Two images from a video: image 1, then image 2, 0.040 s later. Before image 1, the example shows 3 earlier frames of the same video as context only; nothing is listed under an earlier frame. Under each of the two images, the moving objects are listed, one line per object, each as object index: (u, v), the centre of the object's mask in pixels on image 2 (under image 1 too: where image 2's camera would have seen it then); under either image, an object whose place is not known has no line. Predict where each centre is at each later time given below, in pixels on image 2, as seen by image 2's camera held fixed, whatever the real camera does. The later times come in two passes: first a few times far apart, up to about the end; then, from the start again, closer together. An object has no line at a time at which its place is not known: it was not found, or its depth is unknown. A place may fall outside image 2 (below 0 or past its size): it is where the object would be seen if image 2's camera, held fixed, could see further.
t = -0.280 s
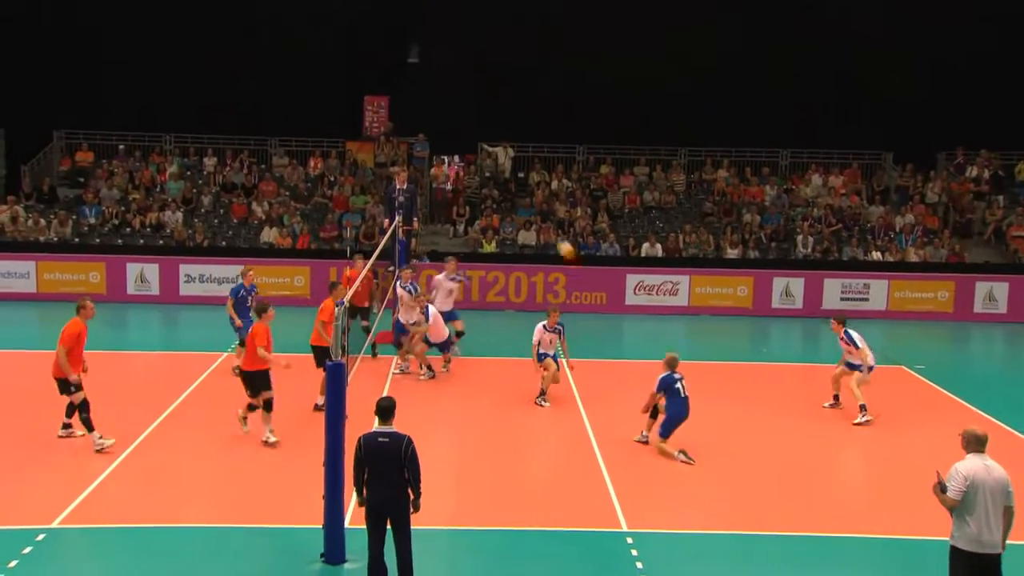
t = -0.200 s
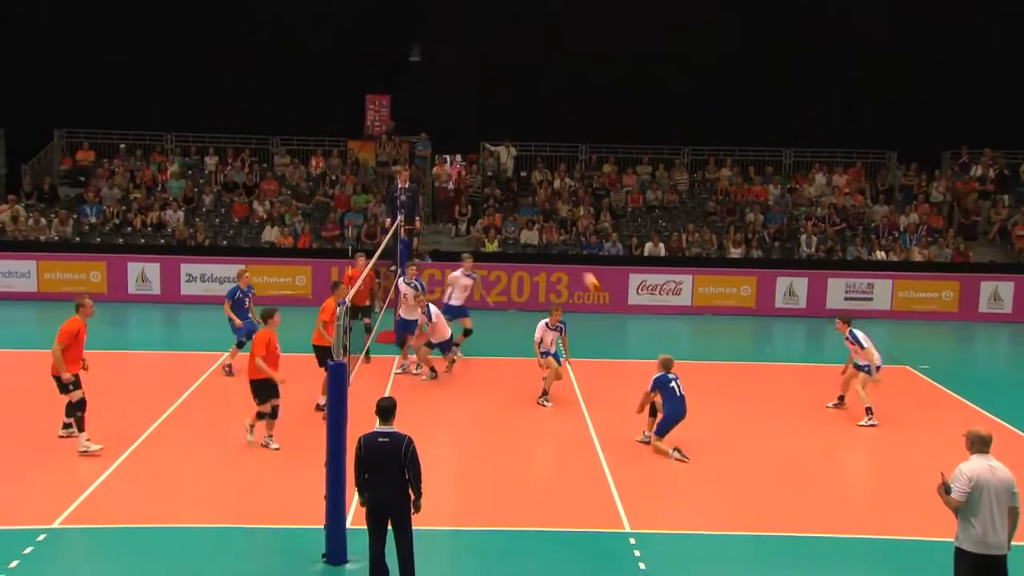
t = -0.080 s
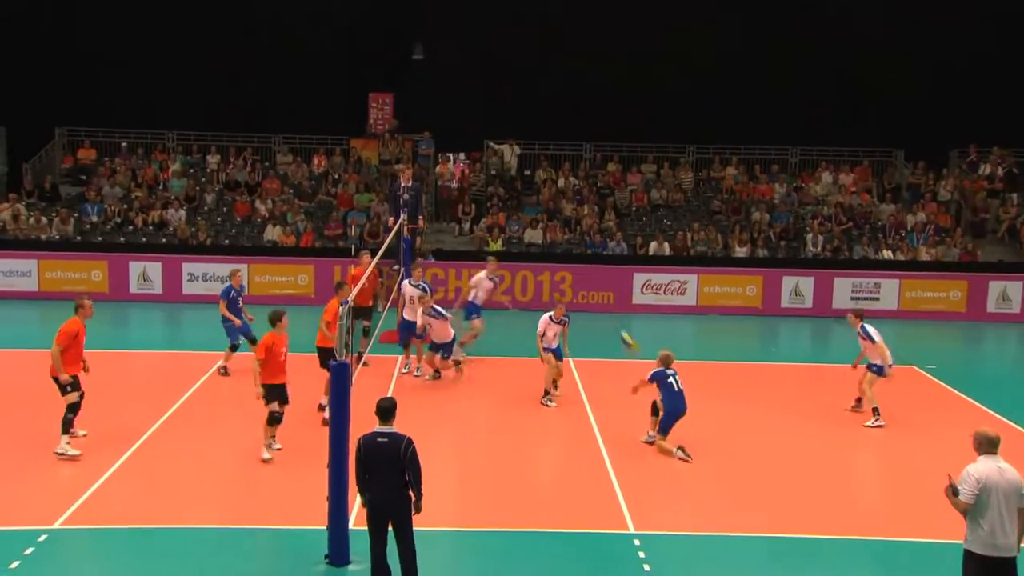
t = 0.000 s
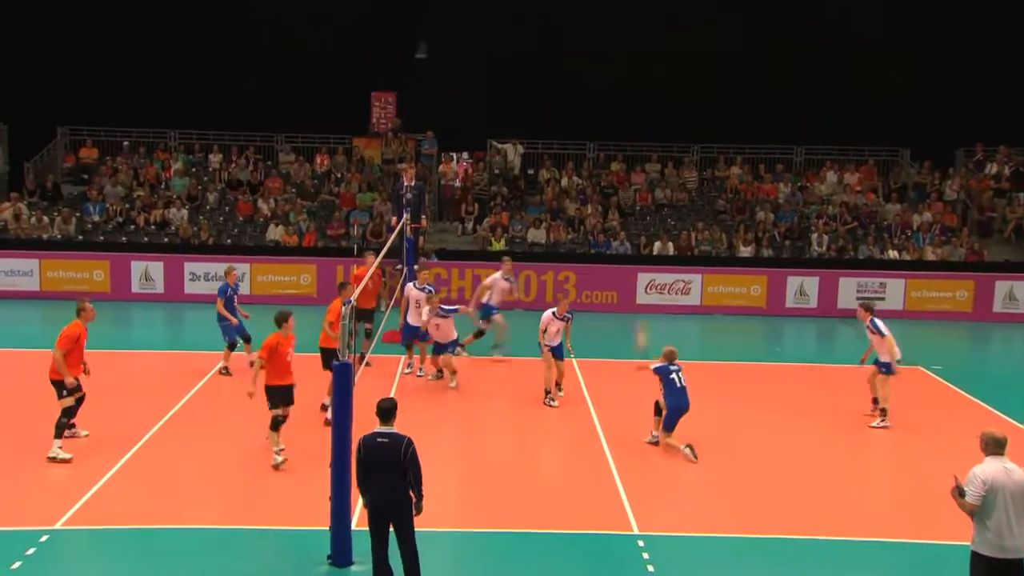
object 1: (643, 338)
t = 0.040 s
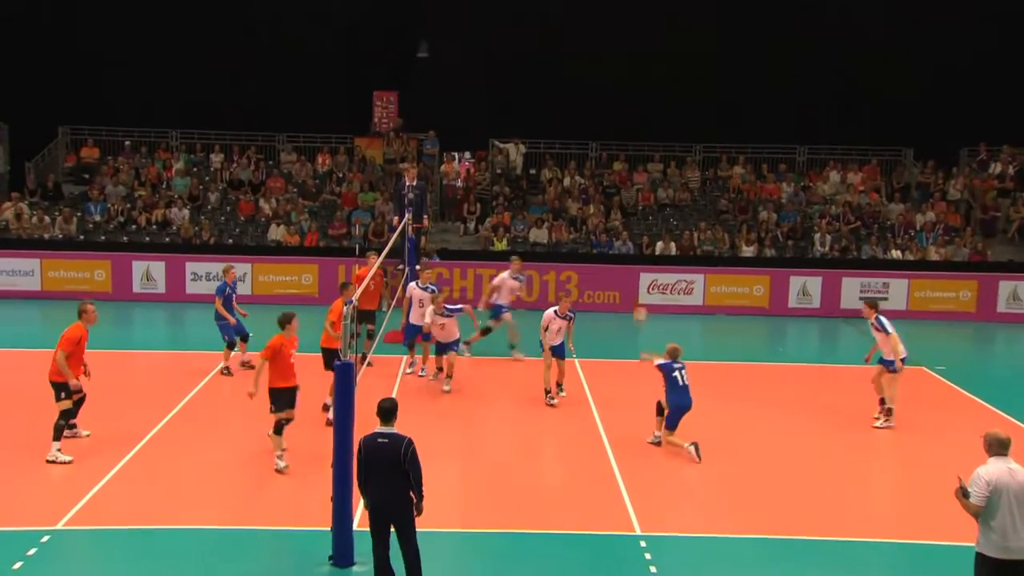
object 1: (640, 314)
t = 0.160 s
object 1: (631, 250)
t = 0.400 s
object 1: (615, 150)
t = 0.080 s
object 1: (636, 292)
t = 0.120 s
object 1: (635, 269)
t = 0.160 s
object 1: (631, 250)
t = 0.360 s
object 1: (618, 164)
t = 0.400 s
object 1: (615, 150)
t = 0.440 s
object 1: (611, 139)
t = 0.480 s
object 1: (608, 129)
